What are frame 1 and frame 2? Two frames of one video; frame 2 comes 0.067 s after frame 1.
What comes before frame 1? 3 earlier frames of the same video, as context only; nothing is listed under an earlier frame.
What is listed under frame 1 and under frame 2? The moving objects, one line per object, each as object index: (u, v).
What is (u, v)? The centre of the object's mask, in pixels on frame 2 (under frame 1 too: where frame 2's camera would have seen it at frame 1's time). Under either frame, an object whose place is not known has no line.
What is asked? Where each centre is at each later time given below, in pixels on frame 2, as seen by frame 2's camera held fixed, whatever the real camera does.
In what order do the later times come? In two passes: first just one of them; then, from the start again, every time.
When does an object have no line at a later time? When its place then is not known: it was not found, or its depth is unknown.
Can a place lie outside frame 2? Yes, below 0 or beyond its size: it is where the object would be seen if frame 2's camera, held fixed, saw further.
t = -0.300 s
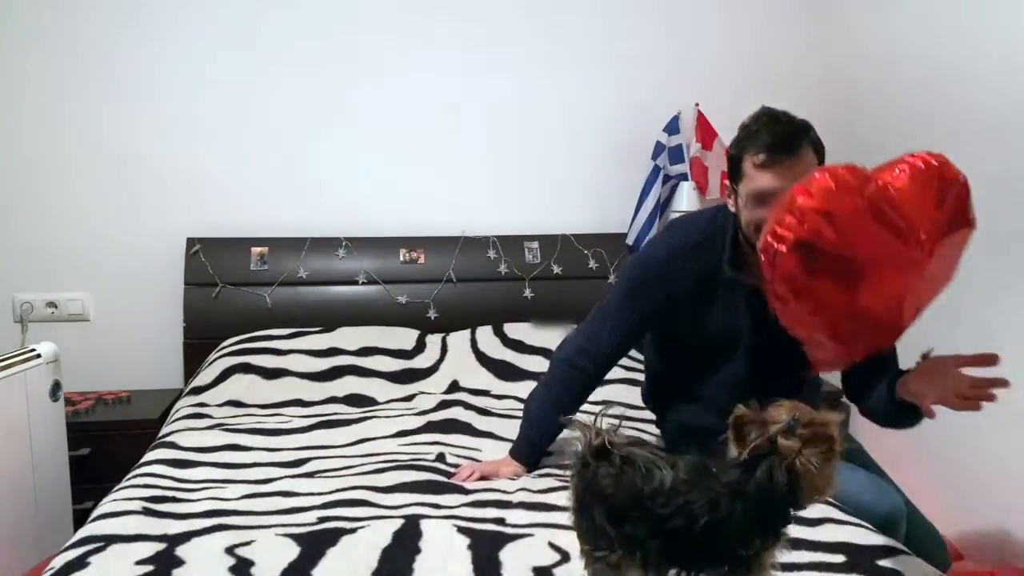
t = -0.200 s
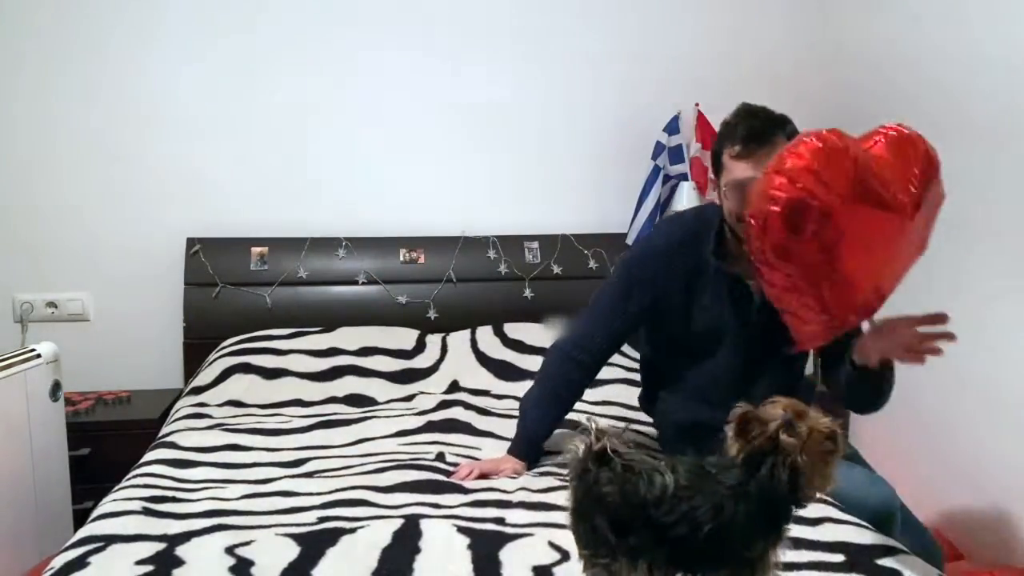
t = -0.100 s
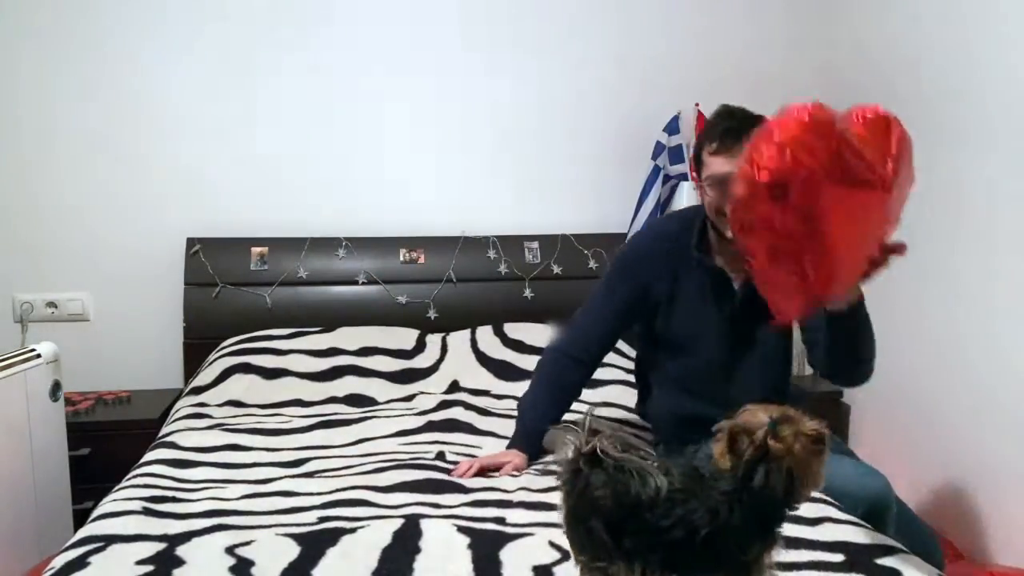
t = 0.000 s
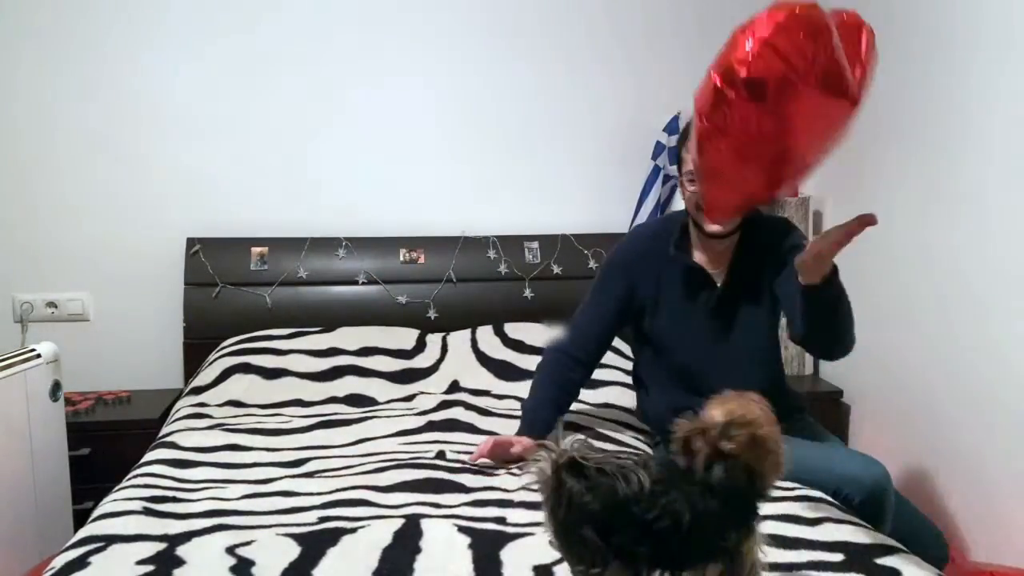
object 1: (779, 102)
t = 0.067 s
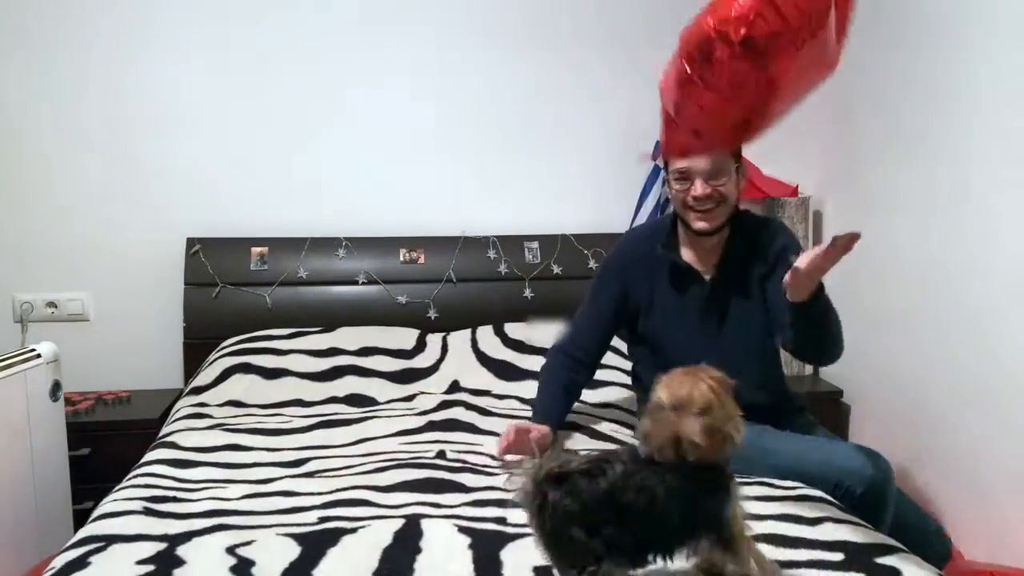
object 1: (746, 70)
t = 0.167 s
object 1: (696, 44)
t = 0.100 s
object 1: (728, 60)
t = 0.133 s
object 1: (712, 51)
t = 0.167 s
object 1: (696, 44)
